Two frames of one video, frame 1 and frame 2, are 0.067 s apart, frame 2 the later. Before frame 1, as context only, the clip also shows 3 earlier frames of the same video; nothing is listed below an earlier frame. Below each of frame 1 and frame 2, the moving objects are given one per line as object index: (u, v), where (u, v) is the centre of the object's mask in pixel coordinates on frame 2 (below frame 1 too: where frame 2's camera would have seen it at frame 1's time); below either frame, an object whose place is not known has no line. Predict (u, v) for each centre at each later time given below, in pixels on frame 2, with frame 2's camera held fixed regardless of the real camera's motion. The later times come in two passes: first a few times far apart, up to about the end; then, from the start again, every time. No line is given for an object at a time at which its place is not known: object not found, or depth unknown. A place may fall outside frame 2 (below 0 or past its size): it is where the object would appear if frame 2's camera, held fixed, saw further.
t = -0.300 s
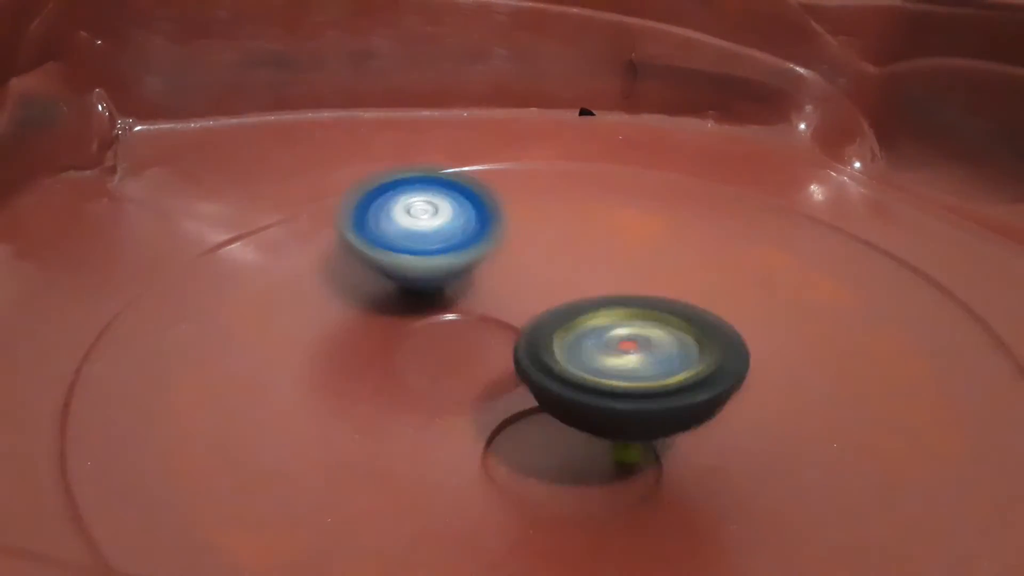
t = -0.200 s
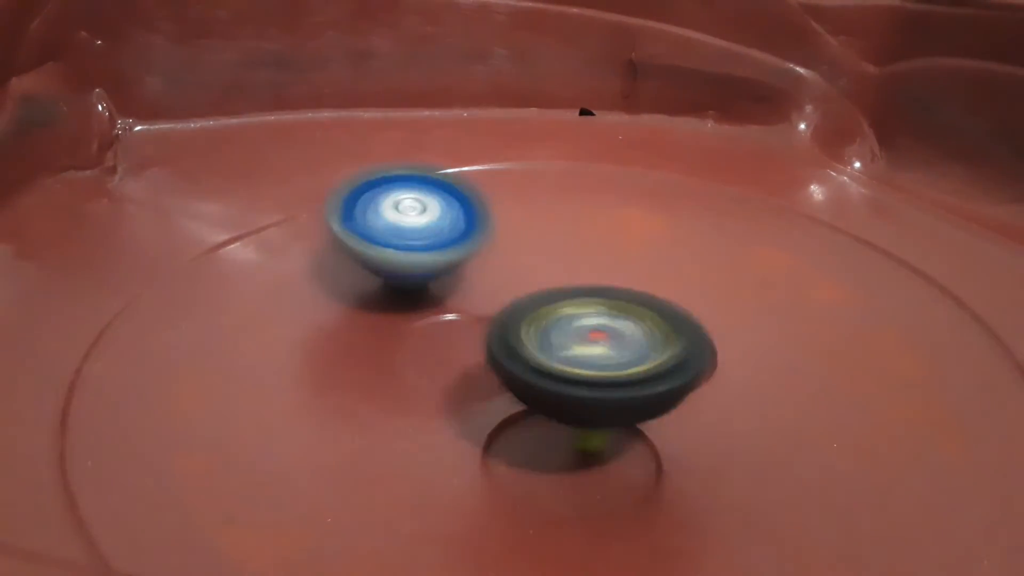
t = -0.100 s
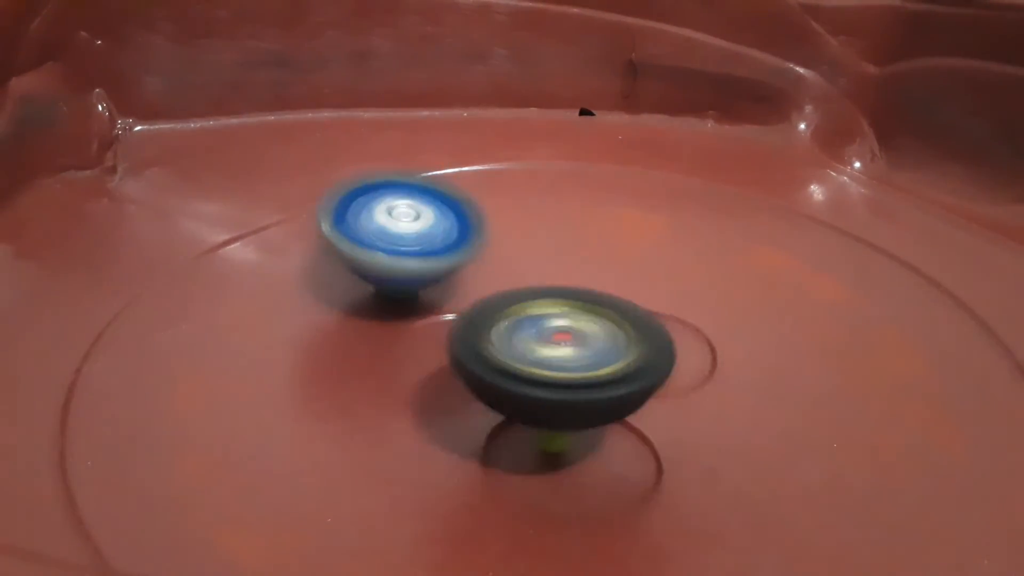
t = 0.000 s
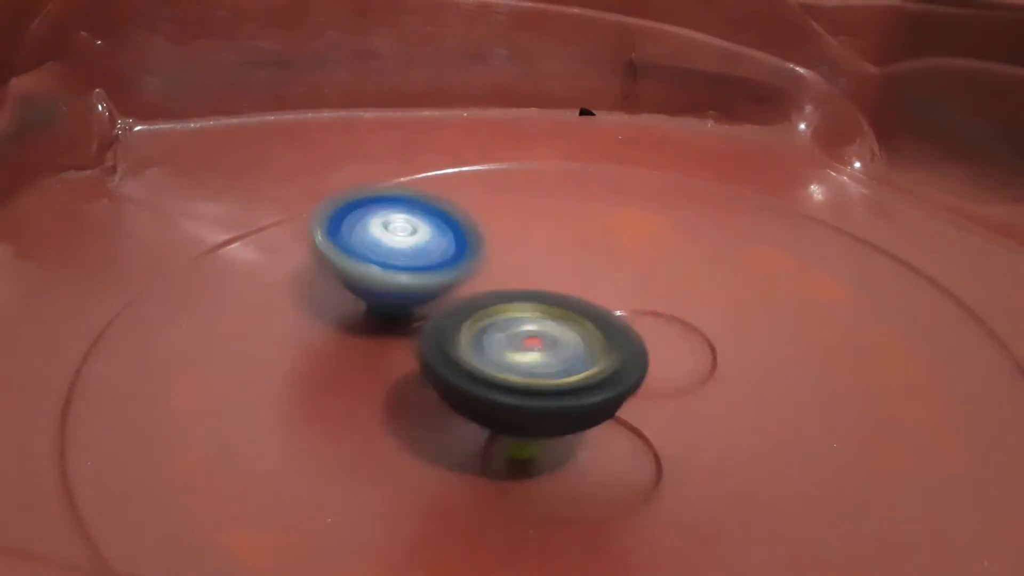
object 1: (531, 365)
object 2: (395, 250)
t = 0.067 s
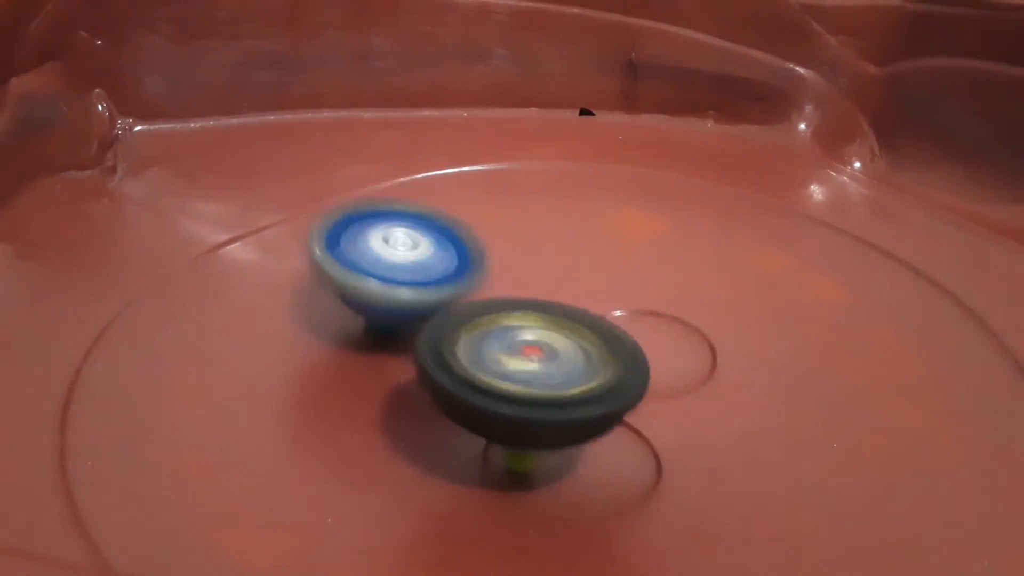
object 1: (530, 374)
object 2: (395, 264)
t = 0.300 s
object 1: (625, 377)
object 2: (455, 313)
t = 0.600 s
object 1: (783, 406)
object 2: (473, 294)
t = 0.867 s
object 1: (844, 423)
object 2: (447, 329)
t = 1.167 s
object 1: (730, 362)
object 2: (499, 289)
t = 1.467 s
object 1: (700, 281)
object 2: (426, 286)
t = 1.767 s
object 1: (658, 278)
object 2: (444, 313)
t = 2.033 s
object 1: (679, 299)
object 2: (458, 306)
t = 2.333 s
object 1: (644, 301)
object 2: (442, 311)
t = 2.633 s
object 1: (682, 273)
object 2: (471, 289)
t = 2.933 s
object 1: (650, 295)
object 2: (422, 302)
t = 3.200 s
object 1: (673, 300)
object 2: (463, 323)
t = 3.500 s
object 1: (648, 296)
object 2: (455, 305)
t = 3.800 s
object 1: (676, 292)
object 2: (477, 287)
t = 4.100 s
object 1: (641, 309)
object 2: (435, 300)
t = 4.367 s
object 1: (637, 280)
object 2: (455, 330)
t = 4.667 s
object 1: (659, 317)
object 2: (443, 317)
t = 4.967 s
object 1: (620, 345)
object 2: (450, 288)
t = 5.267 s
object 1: (562, 359)
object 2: (456, 265)
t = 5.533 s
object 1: (580, 412)
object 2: (453, 315)
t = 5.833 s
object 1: (626, 392)
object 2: (480, 307)
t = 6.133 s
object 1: (656, 313)
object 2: (479, 312)
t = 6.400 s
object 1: (572, 259)
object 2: (448, 330)
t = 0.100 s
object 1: (538, 379)
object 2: (397, 273)
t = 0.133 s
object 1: (549, 381)
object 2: (402, 282)
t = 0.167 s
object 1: (561, 380)
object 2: (415, 293)
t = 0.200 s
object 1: (570, 376)
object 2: (428, 300)
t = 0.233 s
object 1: (585, 377)
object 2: (442, 302)
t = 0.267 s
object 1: (607, 379)
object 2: (449, 307)
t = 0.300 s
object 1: (625, 377)
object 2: (455, 313)
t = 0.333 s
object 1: (636, 375)
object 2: (457, 320)
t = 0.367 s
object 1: (657, 374)
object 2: (449, 321)
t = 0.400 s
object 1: (673, 376)
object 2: (429, 316)
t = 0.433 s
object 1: (687, 392)
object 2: (423, 309)
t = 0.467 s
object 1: (704, 399)
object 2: (423, 304)
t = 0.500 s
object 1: (723, 401)
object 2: (431, 298)
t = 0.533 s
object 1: (744, 402)
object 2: (442, 297)
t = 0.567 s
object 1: (764, 404)
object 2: (459, 293)
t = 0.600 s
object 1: (783, 406)
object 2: (473, 294)
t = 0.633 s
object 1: (801, 409)
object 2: (483, 297)
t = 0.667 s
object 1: (815, 412)
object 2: (493, 302)
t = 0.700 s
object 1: (828, 416)
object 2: (499, 307)
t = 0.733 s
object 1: (838, 419)
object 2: (501, 315)
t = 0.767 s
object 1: (846, 422)
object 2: (496, 322)
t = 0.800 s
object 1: (851, 424)
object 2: (484, 328)
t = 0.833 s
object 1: (848, 424)
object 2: (466, 331)
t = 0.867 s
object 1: (844, 423)
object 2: (447, 329)
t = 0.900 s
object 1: (839, 421)
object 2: (436, 324)
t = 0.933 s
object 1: (830, 417)
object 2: (431, 318)
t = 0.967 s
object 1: (818, 412)
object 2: (434, 310)
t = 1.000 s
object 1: (804, 406)
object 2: (441, 303)
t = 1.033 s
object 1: (791, 398)
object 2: (453, 296)
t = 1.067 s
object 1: (777, 392)
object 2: (467, 292)
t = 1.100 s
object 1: (761, 382)
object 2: (479, 289)
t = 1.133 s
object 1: (745, 372)
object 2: (490, 288)
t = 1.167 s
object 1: (730, 362)
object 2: (499, 289)
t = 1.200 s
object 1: (716, 353)
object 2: (507, 292)
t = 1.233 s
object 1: (703, 346)
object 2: (512, 299)
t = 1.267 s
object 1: (697, 330)
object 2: (505, 308)
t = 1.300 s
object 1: (707, 326)
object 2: (479, 314)
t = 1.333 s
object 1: (712, 318)
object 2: (459, 314)
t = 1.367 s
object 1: (713, 309)
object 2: (443, 310)
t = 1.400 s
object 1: (711, 303)
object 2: (433, 303)
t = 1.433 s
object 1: (705, 292)
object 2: (427, 295)
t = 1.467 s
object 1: (700, 281)
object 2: (426, 286)
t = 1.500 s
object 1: (694, 275)
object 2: (432, 278)
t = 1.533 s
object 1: (685, 263)
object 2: (445, 270)
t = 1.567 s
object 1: (671, 255)
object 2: (464, 268)
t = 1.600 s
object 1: (658, 249)
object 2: (479, 271)
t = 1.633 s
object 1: (656, 249)
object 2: (481, 283)
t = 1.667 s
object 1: (660, 258)
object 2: (476, 295)
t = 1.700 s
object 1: (659, 265)
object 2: (467, 304)
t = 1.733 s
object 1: (657, 272)
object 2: (455, 310)
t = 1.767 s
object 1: (658, 278)
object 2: (444, 313)
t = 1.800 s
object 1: (662, 282)
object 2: (431, 314)
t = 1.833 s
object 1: (667, 286)
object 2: (420, 312)
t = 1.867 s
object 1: (673, 289)
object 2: (413, 311)
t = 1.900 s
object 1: (678, 294)
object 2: (415, 304)
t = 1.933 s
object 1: (683, 296)
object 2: (422, 299)
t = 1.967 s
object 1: (685, 296)
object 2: (431, 301)
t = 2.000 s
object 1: (683, 297)
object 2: (445, 301)
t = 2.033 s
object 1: (679, 299)
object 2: (458, 306)
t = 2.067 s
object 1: (675, 300)
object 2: (467, 313)
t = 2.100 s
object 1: (681, 299)
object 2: (463, 319)
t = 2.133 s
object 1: (685, 299)
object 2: (454, 324)
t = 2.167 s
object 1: (682, 299)
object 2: (446, 328)
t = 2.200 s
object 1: (679, 300)
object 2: (439, 327)
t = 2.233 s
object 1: (670, 299)
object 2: (430, 324)
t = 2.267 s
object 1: (661, 300)
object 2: (426, 318)
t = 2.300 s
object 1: (652, 302)
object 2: (432, 315)
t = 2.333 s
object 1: (644, 301)
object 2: (442, 311)
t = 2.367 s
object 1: (648, 300)
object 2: (447, 308)
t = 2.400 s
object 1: (651, 299)
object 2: (453, 308)
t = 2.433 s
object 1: (681, 295)
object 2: (438, 305)
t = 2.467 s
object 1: (702, 292)
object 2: (430, 301)
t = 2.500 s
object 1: (706, 288)
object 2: (430, 296)
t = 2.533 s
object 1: (702, 282)
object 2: (436, 292)
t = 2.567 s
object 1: (697, 280)
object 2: (445, 288)
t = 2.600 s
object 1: (691, 276)
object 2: (458, 287)
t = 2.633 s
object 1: (682, 273)
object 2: (471, 289)
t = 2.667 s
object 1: (673, 275)
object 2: (476, 294)
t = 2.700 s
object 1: (679, 273)
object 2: (465, 302)
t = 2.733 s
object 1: (683, 275)
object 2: (450, 308)
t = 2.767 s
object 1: (679, 275)
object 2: (441, 311)
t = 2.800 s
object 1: (673, 277)
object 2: (432, 311)
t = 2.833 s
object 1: (666, 281)
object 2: (423, 309)
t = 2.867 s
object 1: (660, 286)
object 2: (418, 304)
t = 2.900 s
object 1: (656, 291)
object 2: (417, 304)
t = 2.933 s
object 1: (650, 295)
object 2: (422, 302)
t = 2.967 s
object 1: (644, 301)
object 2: (430, 302)
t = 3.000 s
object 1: (641, 304)
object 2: (440, 304)
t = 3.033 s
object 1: (656, 305)
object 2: (441, 305)
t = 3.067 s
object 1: (670, 304)
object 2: (448, 306)
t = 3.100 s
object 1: (677, 304)
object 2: (452, 310)
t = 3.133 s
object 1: (679, 304)
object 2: (458, 315)
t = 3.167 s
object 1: (678, 301)
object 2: (461, 319)
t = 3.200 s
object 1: (673, 300)
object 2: (463, 323)
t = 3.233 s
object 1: (665, 299)
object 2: (461, 325)
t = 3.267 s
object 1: (657, 298)
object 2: (460, 328)
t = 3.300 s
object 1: (647, 295)
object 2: (454, 328)
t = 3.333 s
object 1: (640, 293)
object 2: (445, 328)
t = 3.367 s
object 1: (639, 291)
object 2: (437, 325)
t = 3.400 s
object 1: (644, 292)
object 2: (435, 320)
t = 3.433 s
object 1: (647, 292)
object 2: (438, 315)
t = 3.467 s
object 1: (649, 294)
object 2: (445, 310)
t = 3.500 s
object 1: (648, 296)
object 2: (455, 305)
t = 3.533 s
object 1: (662, 298)
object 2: (451, 299)
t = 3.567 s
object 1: (684, 303)
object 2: (445, 294)
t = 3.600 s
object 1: (694, 301)
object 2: (448, 289)
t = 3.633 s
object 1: (699, 296)
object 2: (455, 284)
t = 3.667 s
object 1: (701, 291)
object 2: (464, 279)
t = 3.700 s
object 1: (689, 288)
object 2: (474, 277)
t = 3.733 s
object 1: (675, 287)
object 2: (484, 278)
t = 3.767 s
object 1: (672, 288)
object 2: (485, 282)
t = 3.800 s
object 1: (676, 292)
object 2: (477, 287)
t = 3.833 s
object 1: (674, 296)
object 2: (467, 291)
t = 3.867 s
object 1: (672, 299)
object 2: (457, 292)
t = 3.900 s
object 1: (669, 303)
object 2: (447, 293)
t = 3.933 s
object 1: (667, 305)
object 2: (438, 294)
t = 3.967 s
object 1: (663, 308)
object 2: (433, 292)
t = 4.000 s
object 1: (658, 310)
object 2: (430, 291)
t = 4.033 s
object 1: (652, 311)
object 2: (429, 290)
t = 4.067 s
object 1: (646, 312)
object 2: (431, 298)
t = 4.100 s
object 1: (641, 309)
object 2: (435, 300)
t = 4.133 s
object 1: (636, 307)
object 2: (440, 303)
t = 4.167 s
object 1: (633, 305)
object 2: (446, 308)
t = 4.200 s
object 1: (629, 301)
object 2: (451, 311)
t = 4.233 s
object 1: (626, 297)
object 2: (457, 317)
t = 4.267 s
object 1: (625, 295)
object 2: (458, 321)
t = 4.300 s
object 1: (626, 287)
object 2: (461, 325)
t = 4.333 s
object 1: (626, 284)
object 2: (461, 330)
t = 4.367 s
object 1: (637, 280)
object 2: (455, 330)
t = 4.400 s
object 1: (644, 277)
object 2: (450, 327)
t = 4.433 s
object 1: (647, 274)
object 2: (452, 324)
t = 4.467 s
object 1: (651, 271)
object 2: (458, 323)
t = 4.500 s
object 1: (653, 267)
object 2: (466, 322)
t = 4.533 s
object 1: (657, 266)
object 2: (473, 321)
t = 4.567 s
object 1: (672, 268)
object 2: (463, 322)
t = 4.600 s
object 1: (676, 286)
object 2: (453, 322)
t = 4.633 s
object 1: (670, 304)
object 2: (448, 319)
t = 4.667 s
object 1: (659, 317)
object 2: (443, 317)
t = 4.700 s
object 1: (650, 326)
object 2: (443, 313)
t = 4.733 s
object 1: (638, 334)
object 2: (444, 309)
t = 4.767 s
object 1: (624, 336)
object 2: (450, 305)
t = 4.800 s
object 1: (608, 338)
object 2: (451, 302)
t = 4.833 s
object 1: (600, 342)
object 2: (456, 298)
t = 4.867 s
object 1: (601, 342)
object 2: (453, 295)
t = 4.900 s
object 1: (607, 344)
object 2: (449, 292)
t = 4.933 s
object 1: (619, 338)
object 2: (448, 290)
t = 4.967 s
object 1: (620, 345)
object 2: (450, 288)
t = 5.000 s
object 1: (611, 352)
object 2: (449, 286)
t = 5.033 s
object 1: (598, 367)
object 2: (450, 283)
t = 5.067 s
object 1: (589, 372)
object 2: (451, 280)
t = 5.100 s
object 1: (584, 378)
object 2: (449, 277)
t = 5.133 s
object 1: (580, 376)
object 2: (452, 272)
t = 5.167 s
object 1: (575, 371)
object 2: (455, 269)
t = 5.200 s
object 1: (576, 366)
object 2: (455, 267)
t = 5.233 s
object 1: (571, 365)
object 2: (455, 267)
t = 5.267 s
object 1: (562, 359)
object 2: (456, 265)
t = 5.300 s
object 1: (556, 355)
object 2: (452, 266)
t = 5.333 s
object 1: (557, 359)
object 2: (448, 272)
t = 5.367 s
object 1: (568, 381)
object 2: (449, 282)
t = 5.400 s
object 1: (572, 393)
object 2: (451, 290)
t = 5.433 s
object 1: (569, 409)
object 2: (451, 299)
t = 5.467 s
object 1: (566, 413)
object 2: (453, 306)
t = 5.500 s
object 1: (569, 417)
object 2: (454, 311)
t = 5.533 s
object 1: (580, 412)
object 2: (453, 315)
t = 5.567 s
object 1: (574, 407)
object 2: (455, 319)
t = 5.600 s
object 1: (577, 399)
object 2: (454, 319)
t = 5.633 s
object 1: (590, 400)
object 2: (450, 319)
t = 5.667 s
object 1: (602, 405)
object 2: (447, 314)
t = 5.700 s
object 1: (607, 411)
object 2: (451, 313)
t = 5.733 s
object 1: (613, 414)
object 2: (459, 311)
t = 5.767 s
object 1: (617, 406)
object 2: (469, 310)
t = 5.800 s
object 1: (622, 398)
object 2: (476, 310)
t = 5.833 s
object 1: (626, 392)
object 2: (480, 307)
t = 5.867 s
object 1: (632, 385)
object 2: (486, 306)
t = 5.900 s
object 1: (639, 377)
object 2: (491, 306)
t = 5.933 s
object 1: (646, 371)
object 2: (493, 307)
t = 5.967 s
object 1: (652, 366)
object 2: (492, 308)
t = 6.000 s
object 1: (658, 358)
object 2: (495, 308)
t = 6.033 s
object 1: (662, 351)
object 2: (493, 309)
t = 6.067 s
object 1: (667, 335)
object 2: (493, 309)
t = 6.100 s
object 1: (663, 328)
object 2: (487, 311)
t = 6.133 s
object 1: (656, 313)
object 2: (479, 312)
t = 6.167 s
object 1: (637, 288)
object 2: (472, 311)
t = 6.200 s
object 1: (613, 284)
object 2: (467, 311)
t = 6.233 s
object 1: (600, 274)
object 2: (453, 315)
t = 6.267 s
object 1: (585, 267)
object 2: (446, 316)
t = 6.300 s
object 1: (574, 262)
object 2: (442, 320)
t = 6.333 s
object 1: (567, 262)
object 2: (440, 323)
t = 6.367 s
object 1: (565, 259)
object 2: (441, 326)
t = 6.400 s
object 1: (572, 259)
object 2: (448, 330)
